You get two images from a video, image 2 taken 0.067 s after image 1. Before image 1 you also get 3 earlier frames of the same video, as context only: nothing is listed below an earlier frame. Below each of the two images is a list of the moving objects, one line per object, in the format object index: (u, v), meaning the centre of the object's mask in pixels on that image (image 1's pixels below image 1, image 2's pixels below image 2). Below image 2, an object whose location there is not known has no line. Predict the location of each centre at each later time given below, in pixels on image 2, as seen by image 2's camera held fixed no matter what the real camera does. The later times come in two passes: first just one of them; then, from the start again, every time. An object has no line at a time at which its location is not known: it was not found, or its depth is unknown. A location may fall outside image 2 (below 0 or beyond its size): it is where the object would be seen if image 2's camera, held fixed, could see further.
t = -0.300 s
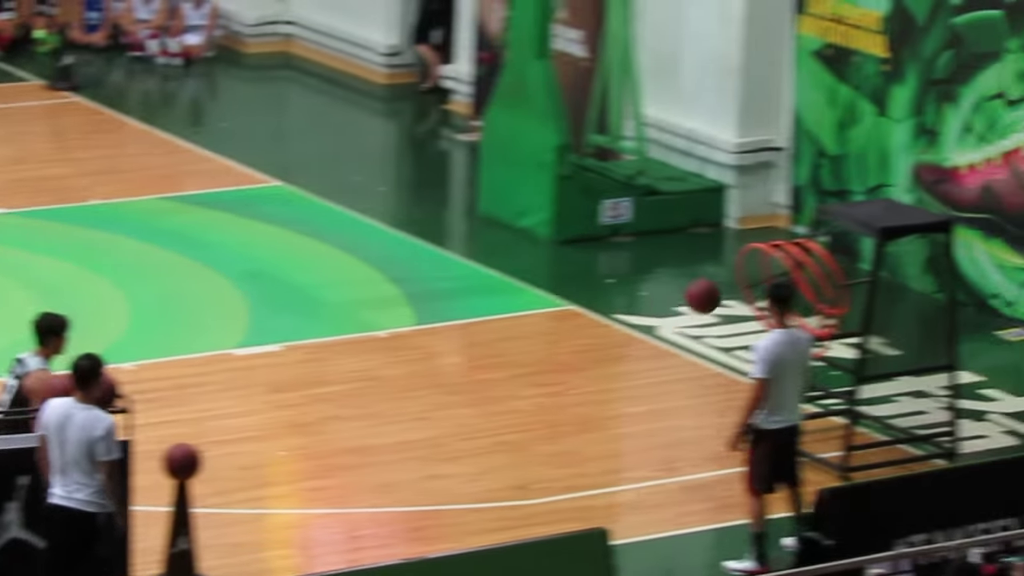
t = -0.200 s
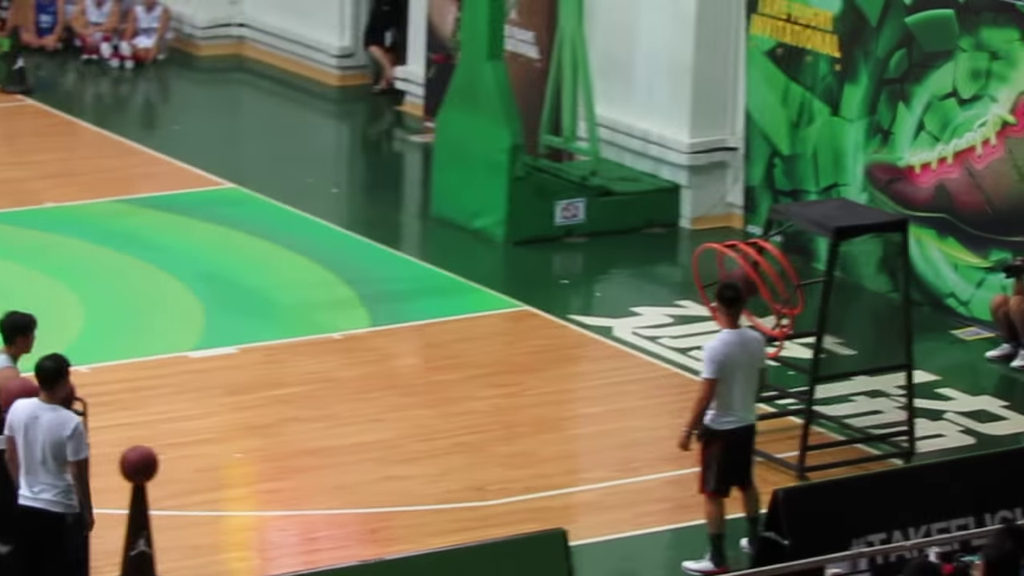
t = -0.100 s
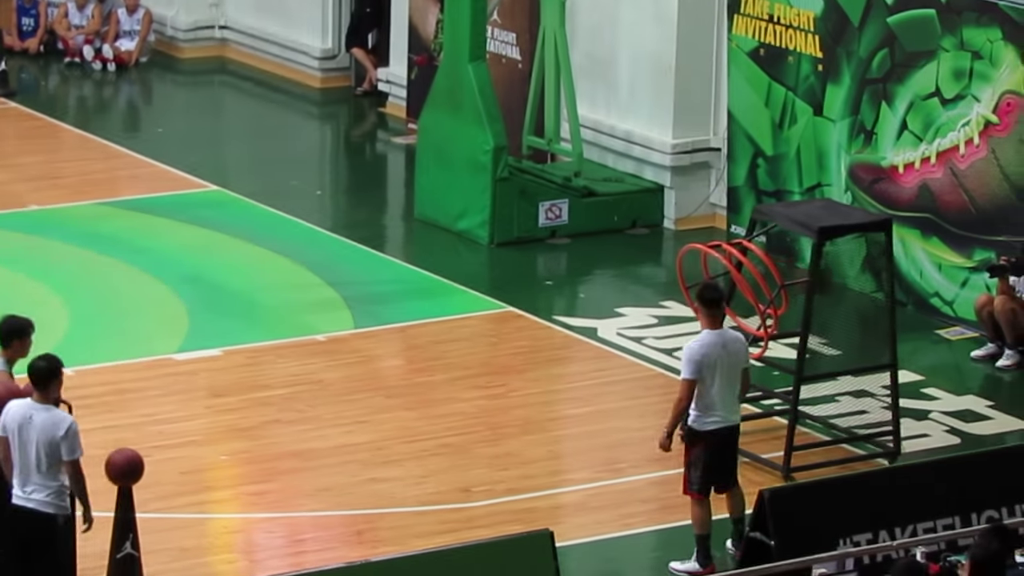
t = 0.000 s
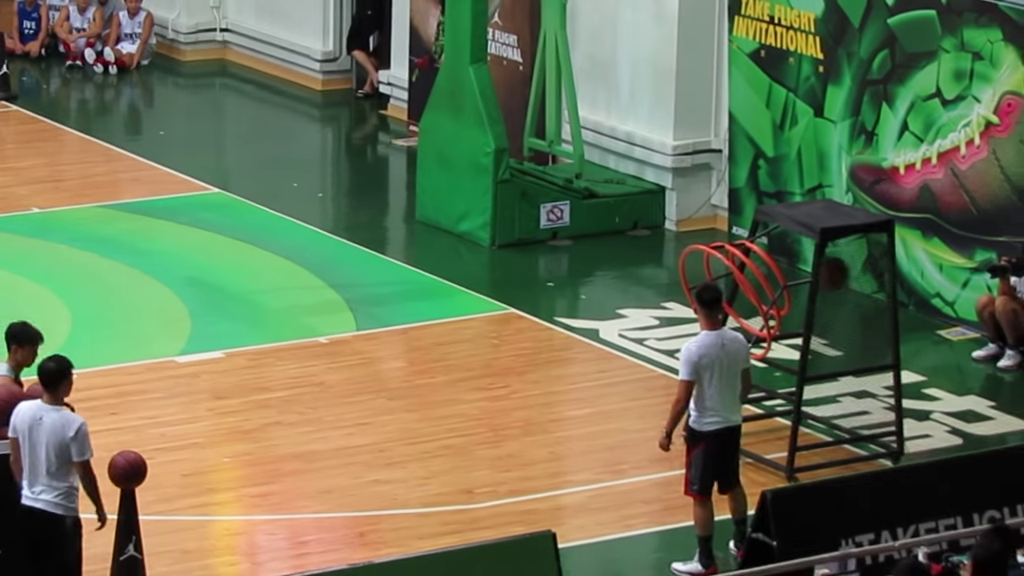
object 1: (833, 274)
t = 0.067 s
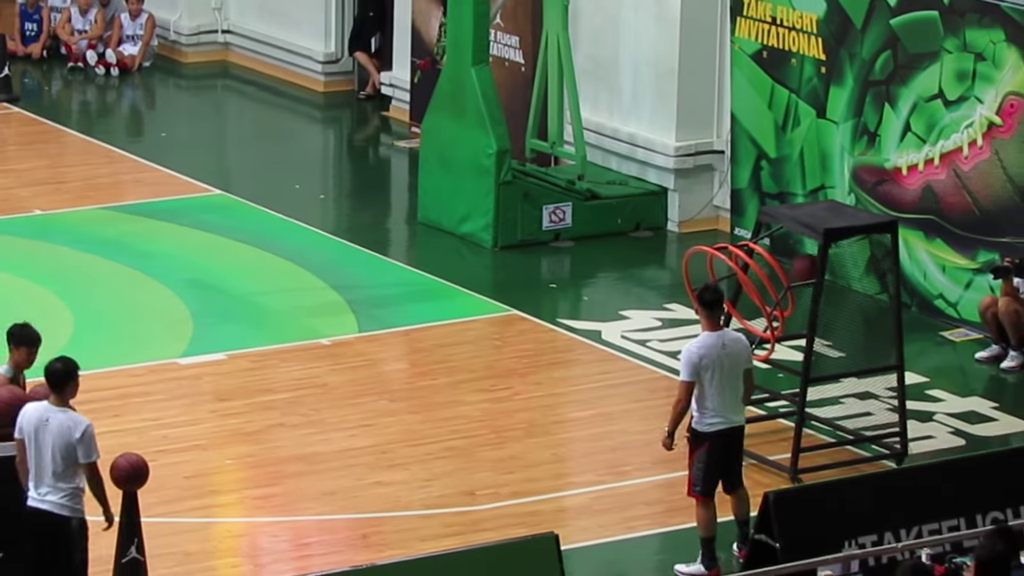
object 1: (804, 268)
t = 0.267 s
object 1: (732, 289)
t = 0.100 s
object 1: (795, 267)
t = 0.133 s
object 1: (781, 269)
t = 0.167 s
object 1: (766, 274)
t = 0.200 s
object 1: (747, 280)
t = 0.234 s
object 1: (735, 288)
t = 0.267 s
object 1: (732, 289)
